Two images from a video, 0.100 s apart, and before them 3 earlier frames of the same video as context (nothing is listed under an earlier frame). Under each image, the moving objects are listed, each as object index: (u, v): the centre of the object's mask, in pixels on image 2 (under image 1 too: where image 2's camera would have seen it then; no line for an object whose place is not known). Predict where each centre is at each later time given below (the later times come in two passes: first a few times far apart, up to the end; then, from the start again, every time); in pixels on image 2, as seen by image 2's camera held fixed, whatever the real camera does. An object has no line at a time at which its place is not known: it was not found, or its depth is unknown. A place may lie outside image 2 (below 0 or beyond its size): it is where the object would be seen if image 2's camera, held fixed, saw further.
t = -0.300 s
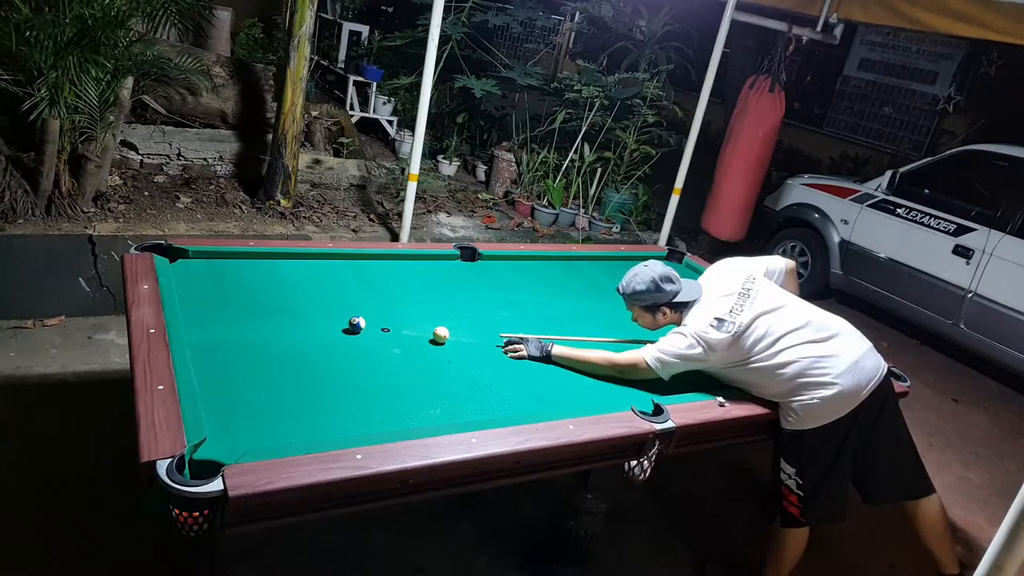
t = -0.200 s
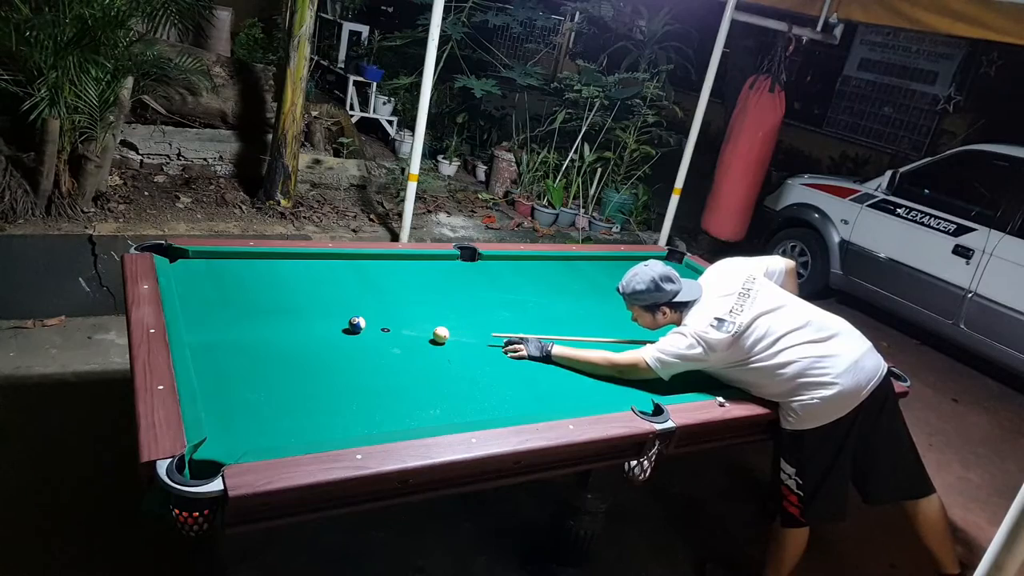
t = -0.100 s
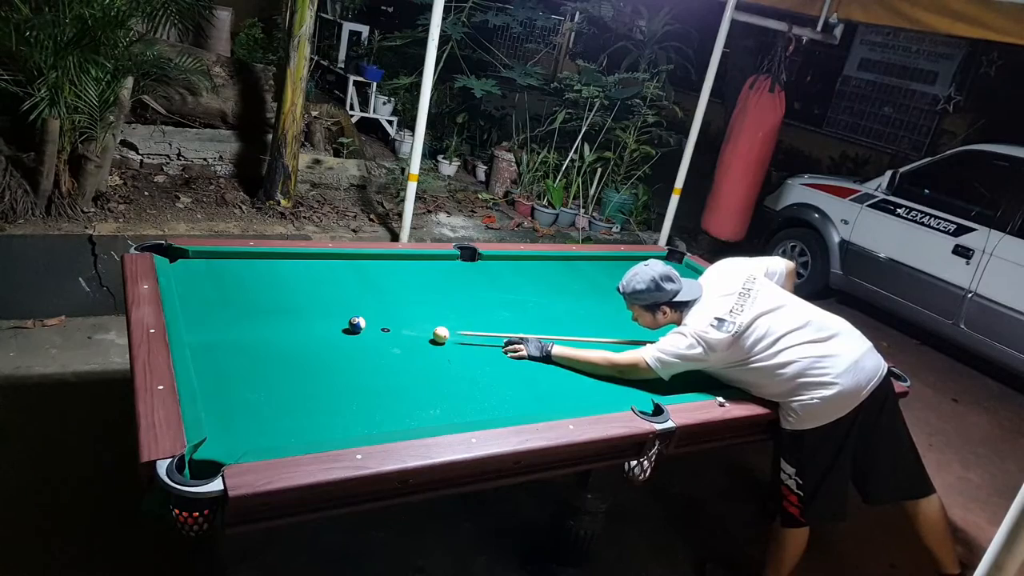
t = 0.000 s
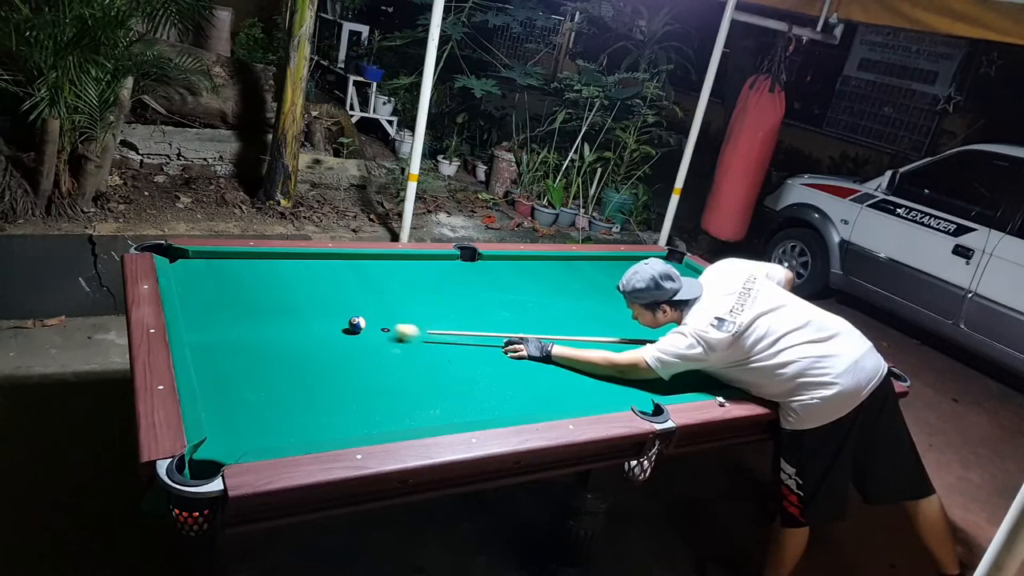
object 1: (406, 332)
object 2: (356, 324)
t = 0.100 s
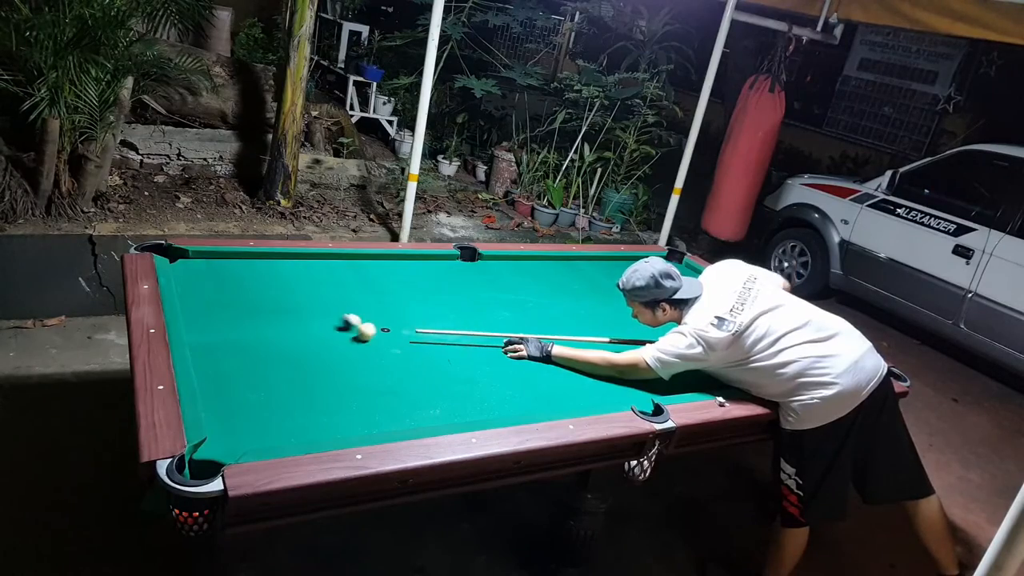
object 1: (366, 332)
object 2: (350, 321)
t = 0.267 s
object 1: (326, 343)
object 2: (314, 307)
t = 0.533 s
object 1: (247, 361)
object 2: (268, 289)
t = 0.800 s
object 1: (230, 373)
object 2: (225, 271)
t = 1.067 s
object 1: (274, 378)
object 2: (187, 255)
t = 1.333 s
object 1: (316, 383)
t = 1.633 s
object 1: (361, 388)
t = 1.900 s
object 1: (397, 393)
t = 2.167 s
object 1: (431, 397)
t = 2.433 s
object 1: (463, 401)
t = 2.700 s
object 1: (493, 404)
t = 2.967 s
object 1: (521, 406)
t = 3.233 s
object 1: (542, 406)
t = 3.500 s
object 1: (553, 403)
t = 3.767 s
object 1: (562, 400)
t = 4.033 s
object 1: (569, 396)
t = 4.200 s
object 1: (573, 395)
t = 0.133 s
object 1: (360, 334)
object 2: (342, 317)
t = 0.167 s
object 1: (352, 336)
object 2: (334, 314)
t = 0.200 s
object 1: (344, 339)
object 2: (326, 311)
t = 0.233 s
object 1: (335, 341)
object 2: (319, 309)
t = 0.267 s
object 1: (326, 343)
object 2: (314, 307)
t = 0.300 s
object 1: (316, 345)
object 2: (308, 304)
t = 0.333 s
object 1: (307, 347)
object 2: (301, 302)
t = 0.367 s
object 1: (297, 349)
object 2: (295, 301)
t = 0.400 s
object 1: (288, 351)
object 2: (290, 298)
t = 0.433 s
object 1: (278, 353)
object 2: (284, 295)
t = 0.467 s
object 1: (268, 356)
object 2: (278, 293)
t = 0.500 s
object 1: (257, 358)
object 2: (273, 291)
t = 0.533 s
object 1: (247, 361)
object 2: (268, 289)
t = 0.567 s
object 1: (236, 363)
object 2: (261, 286)
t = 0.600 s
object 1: (225, 366)
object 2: (256, 285)
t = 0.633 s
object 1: (215, 368)
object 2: (251, 283)
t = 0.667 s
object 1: (205, 370)
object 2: (245, 280)
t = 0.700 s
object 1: (210, 371)
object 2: (239, 278)
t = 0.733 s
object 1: (218, 372)
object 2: (235, 276)
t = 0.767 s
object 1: (224, 373)
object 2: (230, 274)
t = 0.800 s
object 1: (230, 373)
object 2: (225, 271)
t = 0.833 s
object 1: (235, 374)
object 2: (219, 270)
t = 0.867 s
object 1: (241, 375)
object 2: (215, 268)
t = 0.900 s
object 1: (247, 375)
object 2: (210, 266)
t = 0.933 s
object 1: (252, 376)
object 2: (205, 264)
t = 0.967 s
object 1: (258, 376)
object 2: (200, 262)
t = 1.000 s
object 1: (263, 377)
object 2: (196, 260)
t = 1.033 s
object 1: (269, 378)
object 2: (191, 258)
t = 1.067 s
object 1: (274, 378)
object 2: (187, 255)
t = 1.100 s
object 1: (280, 379)
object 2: (182, 256)
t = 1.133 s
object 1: (285, 380)
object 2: (177, 256)
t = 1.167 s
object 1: (290, 380)
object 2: (173, 255)
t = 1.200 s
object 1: (296, 381)
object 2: (168, 256)
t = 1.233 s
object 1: (301, 382)
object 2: (163, 256)
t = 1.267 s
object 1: (306, 382)
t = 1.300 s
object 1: (311, 383)
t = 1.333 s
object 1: (316, 383)
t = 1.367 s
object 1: (321, 384)
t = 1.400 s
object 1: (326, 384)
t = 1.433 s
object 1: (332, 385)
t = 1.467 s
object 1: (337, 385)
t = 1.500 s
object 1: (342, 386)
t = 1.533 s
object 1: (346, 386)
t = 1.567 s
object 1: (351, 387)
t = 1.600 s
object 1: (356, 388)
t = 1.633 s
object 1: (361, 388)
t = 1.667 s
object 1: (365, 389)
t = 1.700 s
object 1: (370, 389)
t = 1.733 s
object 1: (375, 390)
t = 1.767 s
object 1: (379, 390)
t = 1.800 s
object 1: (384, 391)
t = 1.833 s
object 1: (388, 392)
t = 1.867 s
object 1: (393, 392)
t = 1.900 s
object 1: (397, 393)
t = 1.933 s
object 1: (402, 393)
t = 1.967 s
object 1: (406, 394)
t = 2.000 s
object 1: (410, 394)
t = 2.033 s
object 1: (414, 395)
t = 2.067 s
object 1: (419, 395)
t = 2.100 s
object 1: (423, 396)
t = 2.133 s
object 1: (427, 396)
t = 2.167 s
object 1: (431, 397)
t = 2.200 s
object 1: (435, 397)
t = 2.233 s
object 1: (439, 397)
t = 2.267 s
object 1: (444, 398)
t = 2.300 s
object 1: (448, 399)
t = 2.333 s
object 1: (452, 399)
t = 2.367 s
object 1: (455, 400)
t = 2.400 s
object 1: (459, 400)
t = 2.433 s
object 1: (463, 401)
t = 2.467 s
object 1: (467, 401)
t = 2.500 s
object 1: (471, 401)
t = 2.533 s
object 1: (475, 402)
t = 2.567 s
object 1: (478, 402)
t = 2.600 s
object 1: (482, 403)
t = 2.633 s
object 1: (486, 403)
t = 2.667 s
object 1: (490, 404)
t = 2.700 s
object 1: (493, 404)
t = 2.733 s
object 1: (497, 405)
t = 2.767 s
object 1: (500, 405)
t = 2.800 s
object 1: (504, 405)
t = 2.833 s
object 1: (507, 406)
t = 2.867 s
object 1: (511, 406)
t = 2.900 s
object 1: (514, 406)
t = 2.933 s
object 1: (517, 406)
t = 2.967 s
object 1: (521, 406)
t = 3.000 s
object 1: (524, 407)
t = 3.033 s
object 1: (527, 407)
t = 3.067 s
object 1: (530, 407)
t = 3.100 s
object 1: (534, 407)
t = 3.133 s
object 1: (537, 407)
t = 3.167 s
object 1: (539, 407)
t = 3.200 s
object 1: (541, 407)
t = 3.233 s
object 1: (542, 406)
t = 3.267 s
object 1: (544, 406)
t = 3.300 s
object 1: (545, 405)
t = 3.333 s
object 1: (546, 405)
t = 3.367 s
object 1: (548, 405)
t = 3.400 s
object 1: (549, 404)
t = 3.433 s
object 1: (550, 404)
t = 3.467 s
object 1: (552, 403)
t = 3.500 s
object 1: (553, 403)
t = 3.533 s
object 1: (554, 402)
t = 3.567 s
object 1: (555, 402)
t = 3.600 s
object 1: (556, 402)
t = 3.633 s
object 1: (557, 401)
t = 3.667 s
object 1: (559, 401)
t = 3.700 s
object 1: (560, 401)
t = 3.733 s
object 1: (561, 400)
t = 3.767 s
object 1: (562, 400)
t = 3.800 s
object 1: (562, 399)
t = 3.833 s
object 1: (564, 399)
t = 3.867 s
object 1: (565, 399)
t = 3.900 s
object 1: (565, 398)
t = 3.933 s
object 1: (566, 398)
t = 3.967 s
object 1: (567, 397)
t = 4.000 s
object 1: (568, 397)
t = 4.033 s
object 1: (569, 396)
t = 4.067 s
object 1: (570, 396)
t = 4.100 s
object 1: (570, 396)
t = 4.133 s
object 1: (571, 395)
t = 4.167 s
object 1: (572, 395)
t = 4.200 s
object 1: (573, 395)
